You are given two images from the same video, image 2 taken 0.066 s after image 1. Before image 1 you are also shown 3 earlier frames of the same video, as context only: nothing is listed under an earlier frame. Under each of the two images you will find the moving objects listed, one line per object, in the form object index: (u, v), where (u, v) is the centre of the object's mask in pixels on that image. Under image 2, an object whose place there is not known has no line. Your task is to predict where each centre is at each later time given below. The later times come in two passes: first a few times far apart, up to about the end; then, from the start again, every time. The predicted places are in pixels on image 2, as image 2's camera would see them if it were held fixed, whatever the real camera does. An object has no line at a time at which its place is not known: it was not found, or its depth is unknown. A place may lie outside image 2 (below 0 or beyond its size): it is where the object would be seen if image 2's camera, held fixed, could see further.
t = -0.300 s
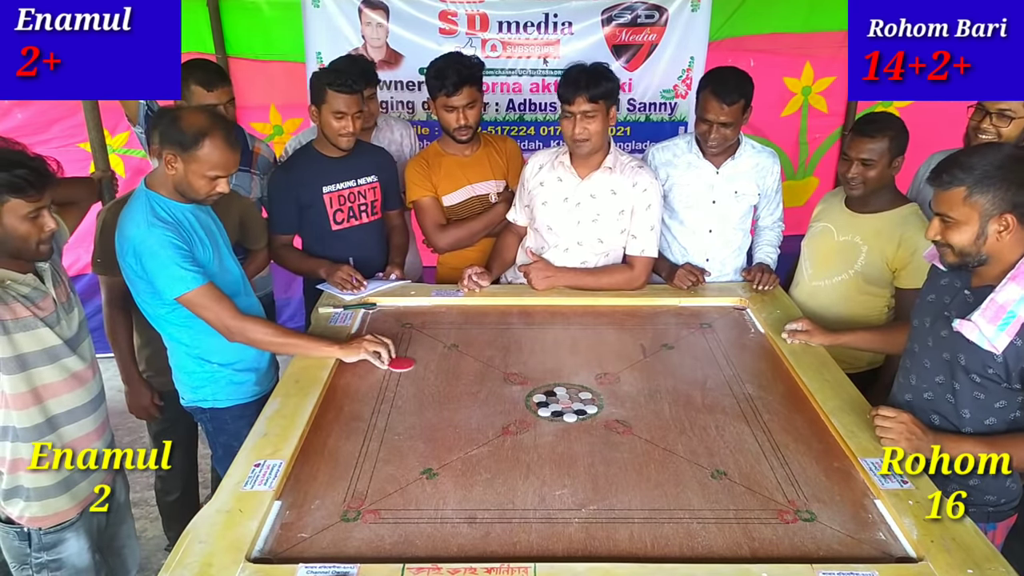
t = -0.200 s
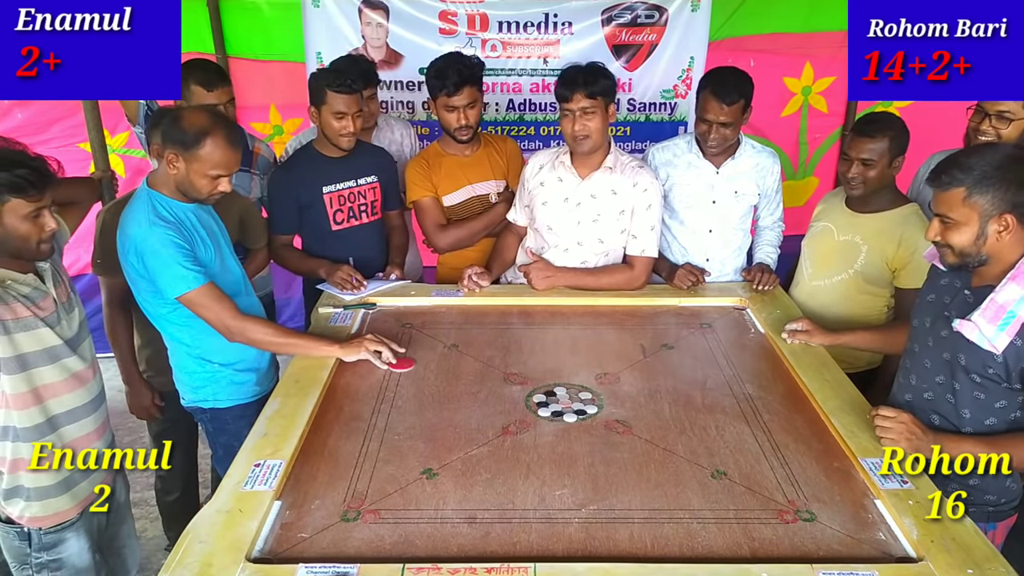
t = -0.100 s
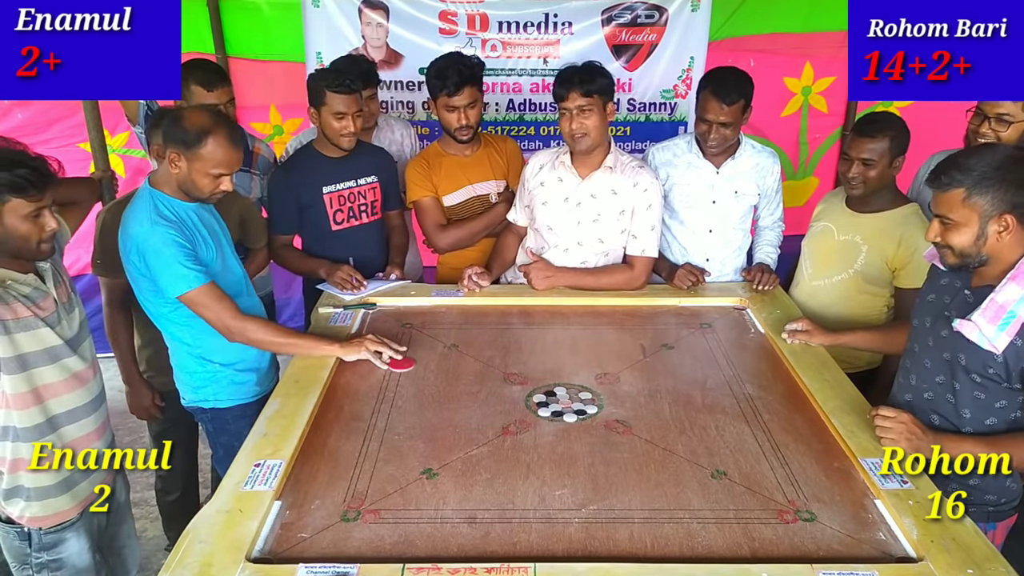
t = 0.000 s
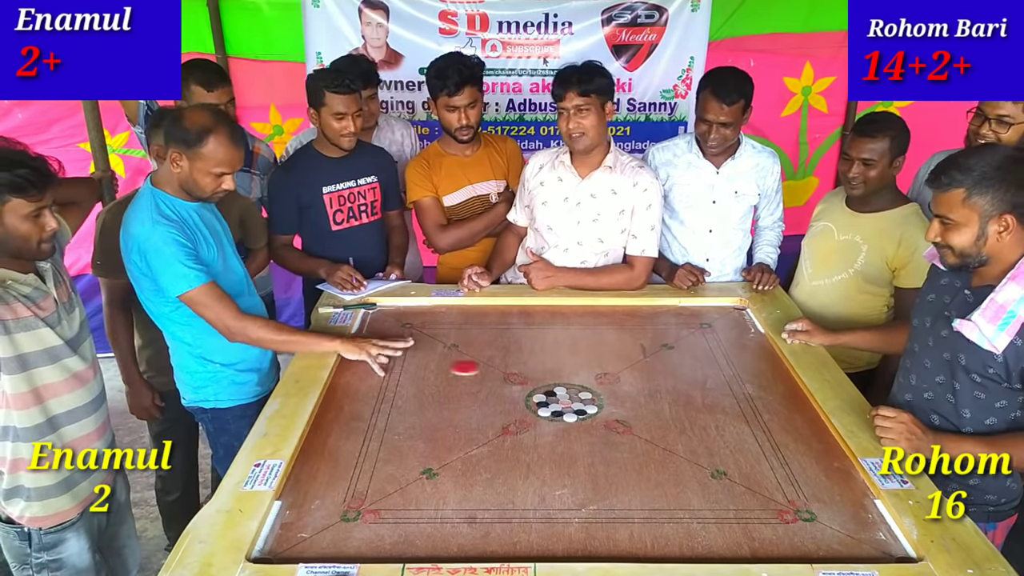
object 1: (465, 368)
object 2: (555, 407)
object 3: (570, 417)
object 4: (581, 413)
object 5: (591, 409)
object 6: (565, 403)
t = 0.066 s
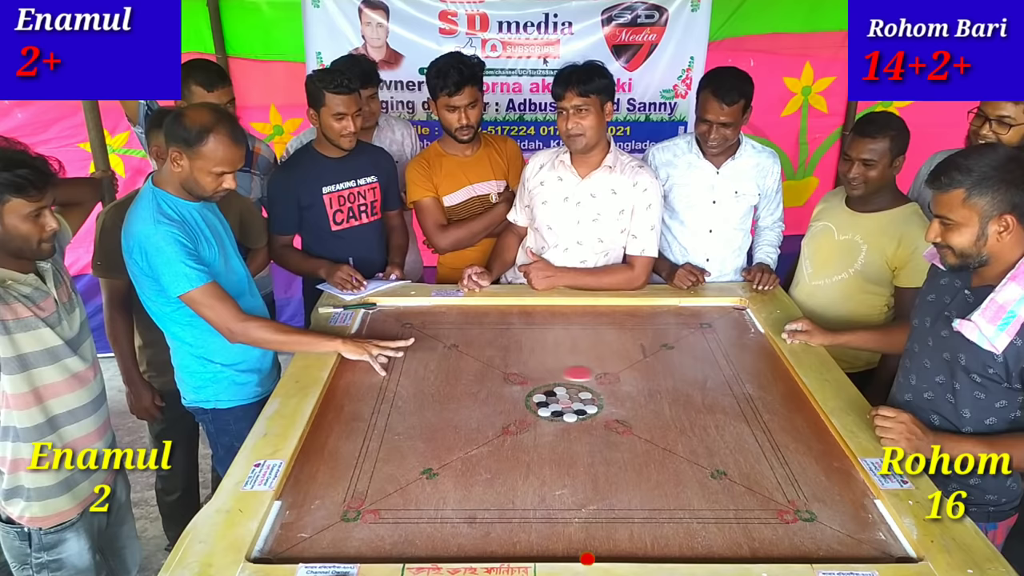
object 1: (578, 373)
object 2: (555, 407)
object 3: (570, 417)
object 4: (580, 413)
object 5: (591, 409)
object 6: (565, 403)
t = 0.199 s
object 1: (770, 383)
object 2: (555, 407)
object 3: (570, 417)
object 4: (581, 413)
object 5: (591, 409)
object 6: (565, 403)
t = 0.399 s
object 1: (586, 385)
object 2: (529, 417)
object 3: (569, 426)
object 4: (583, 418)
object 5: (599, 414)
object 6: (549, 408)
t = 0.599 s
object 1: (537, 365)
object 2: (436, 448)
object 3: (566, 457)
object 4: (592, 428)
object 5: (624, 429)
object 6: (500, 422)
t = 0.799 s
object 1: (505, 351)
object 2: (364, 472)
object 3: (565, 472)
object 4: (593, 430)
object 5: (630, 433)
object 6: (471, 430)
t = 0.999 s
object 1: (487, 343)
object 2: (325, 486)
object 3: (565, 472)
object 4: (593, 430)
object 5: (630, 433)
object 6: (465, 431)
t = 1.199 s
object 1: (484, 340)
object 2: (319, 488)
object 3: (565, 472)
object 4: (593, 430)
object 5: (630, 433)
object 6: (465, 431)
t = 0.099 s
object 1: (633, 377)
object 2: (555, 407)
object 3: (570, 417)
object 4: (580, 413)
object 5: (591, 409)
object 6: (565, 403)
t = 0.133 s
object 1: (692, 379)
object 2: (555, 407)
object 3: (570, 418)
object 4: (581, 413)
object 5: (591, 409)
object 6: (565, 403)
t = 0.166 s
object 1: (748, 381)
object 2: (555, 407)
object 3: (570, 418)
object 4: (581, 413)
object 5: (591, 409)
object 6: (565, 403)
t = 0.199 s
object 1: (770, 383)
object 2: (555, 407)
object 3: (570, 417)
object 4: (581, 413)
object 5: (591, 409)
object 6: (565, 403)
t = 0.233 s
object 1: (732, 385)
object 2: (555, 407)
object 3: (570, 418)
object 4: (581, 413)
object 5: (591, 409)
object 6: (565, 403)
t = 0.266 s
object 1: (693, 387)
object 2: (555, 407)
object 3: (570, 417)
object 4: (581, 413)
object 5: (591, 409)
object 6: (565, 403)
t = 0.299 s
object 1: (655, 389)
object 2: (555, 407)
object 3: (570, 417)
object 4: (581, 413)
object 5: (591, 409)
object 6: (565, 403)
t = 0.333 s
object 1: (618, 391)
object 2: (555, 407)
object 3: (570, 417)
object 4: (581, 413)
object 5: (591, 409)
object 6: (565, 403)
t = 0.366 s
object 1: (596, 388)
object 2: (545, 411)
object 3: (569, 421)
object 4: (582, 415)
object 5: (594, 411)
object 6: (559, 405)
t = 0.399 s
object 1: (586, 385)
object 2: (529, 417)
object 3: (569, 426)
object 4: (583, 418)
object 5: (599, 414)
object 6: (549, 408)
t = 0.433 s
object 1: (576, 381)
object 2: (513, 422)
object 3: (568, 433)
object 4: (585, 420)
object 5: (604, 418)
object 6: (540, 410)
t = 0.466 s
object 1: (567, 377)
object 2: (497, 428)
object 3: (568, 438)
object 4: (587, 422)
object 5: (609, 421)
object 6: (531, 413)
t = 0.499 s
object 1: (559, 374)
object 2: (482, 433)
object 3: (567, 443)
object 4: (589, 425)
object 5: (614, 423)
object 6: (522, 416)
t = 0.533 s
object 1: (551, 371)
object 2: (466, 438)
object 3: (567, 448)
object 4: (590, 426)
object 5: (618, 426)
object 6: (515, 418)
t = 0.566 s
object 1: (544, 367)
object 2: (451, 443)
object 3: (566, 453)
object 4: (591, 428)
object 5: (621, 428)
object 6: (507, 420)
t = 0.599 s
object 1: (537, 365)
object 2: (436, 448)
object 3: (566, 457)
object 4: (592, 428)
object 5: (624, 429)
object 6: (500, 422)
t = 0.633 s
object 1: (531, 362)
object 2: (422, 453)
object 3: (566, 461)
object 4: (593, 429)
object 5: (626, 431)
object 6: (494, 424)
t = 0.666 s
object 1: (525, 359)
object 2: (409, 457)
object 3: (565, 464)
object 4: (593, 430)
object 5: (628, 432)
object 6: (488, 426)
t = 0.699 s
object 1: (519, 357)
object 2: (398, 461)
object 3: (565, 467)
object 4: (593, 430)
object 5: (630, 432)
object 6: (483, 427)
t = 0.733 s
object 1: (513, 355)
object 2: (385, 465)
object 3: (565, 468)
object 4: (593, 430)
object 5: (630, 433)
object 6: (478, 428)
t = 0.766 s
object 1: (508, 352)
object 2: (374, 469)
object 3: (565, 470)
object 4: (593, 430)
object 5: (630, 433)
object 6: (474, 429)
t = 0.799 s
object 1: (505, 351)
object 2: (364, 472)
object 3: (565, 472)
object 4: (593, 430)
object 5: (630, 433)
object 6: (471, 430)
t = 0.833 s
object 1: (501, 349)
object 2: (355, 475)
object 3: (565, 472)
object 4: (593, 430)
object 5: (630, 433)
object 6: (468, 431)
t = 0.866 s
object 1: (498, 347)
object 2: (347, 478)
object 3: (565, 472)
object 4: (593, 430)
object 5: (630, 433)
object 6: (466, 431)
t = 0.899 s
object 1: (494, 346)
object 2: (340, 481)
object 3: (565, 472)
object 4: (593, 430)
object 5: (630, 433)
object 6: (465, 431)
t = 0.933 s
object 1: (492, 345)
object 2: (334, 483)
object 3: (565, 472)
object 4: (593, 430)
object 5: (630, 433)
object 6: (465, 431)
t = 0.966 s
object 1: (489, 344)
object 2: (329, 485)
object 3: (565, 472)
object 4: (593, 430)
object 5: (631, 433)
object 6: (464, 431)
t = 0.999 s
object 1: (487, 343)
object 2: (325, 486)
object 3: (565, 472)
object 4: (593, 430)
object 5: (630, 433)
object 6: (465, 431)
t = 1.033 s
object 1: (486, 342)
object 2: (322, 487)
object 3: (565, 472)
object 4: (593, 430)
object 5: (630, 433)
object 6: (465, 431)
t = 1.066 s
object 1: (485, 341)
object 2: (320, 488)
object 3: (565, 472)
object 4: (593, 430)
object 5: (630, 433)
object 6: (464, 431)
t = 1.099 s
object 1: (485, 341)
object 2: (319, 488)
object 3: (565, 472)
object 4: (593, 430)
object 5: (630, 433)
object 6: (465, 431)
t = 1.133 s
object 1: (484, 341)
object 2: (319, 488)
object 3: (565, 472)
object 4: (593, 430)
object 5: (630, 433)
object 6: (465, 431)
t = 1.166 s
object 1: (484, 340)
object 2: (319, 488)
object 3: (565, 472)
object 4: (593, 430)
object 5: (631, 433)
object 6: (465, 431)
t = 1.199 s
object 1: (484, 340)
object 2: (319, 488)
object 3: (565, 472)
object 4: (593, 430)
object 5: (630, 433)
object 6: (465, 431)
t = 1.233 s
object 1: (483, 340)
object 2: (319, 488)
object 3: (565, 472)
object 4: (593, 430)
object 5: (630, 433)
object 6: (465, 431)
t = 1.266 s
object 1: (483, 340)
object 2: (319, 488)
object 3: (565, 472)
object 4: (593, 430)
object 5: (630, 433)
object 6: (465, 431)
